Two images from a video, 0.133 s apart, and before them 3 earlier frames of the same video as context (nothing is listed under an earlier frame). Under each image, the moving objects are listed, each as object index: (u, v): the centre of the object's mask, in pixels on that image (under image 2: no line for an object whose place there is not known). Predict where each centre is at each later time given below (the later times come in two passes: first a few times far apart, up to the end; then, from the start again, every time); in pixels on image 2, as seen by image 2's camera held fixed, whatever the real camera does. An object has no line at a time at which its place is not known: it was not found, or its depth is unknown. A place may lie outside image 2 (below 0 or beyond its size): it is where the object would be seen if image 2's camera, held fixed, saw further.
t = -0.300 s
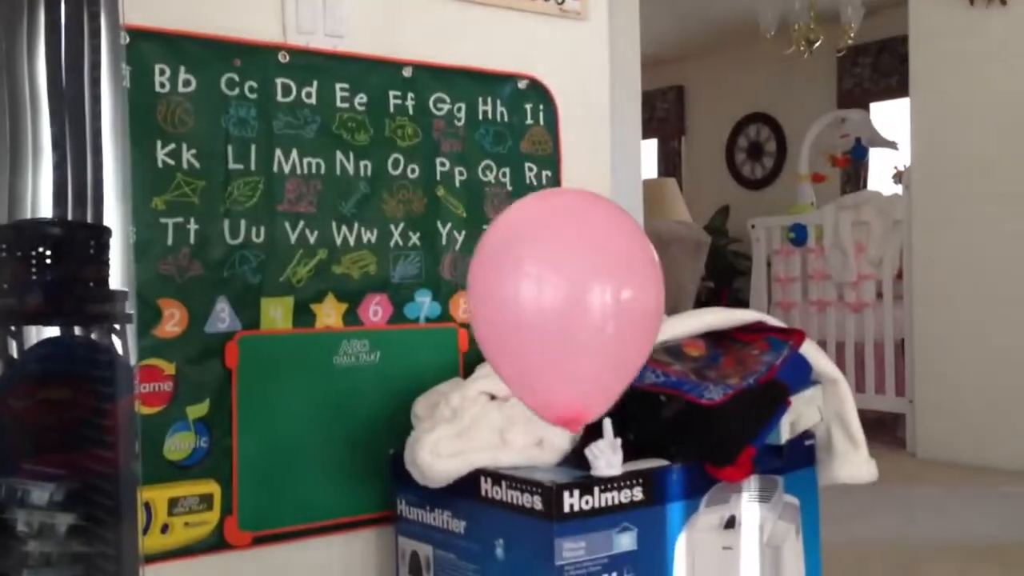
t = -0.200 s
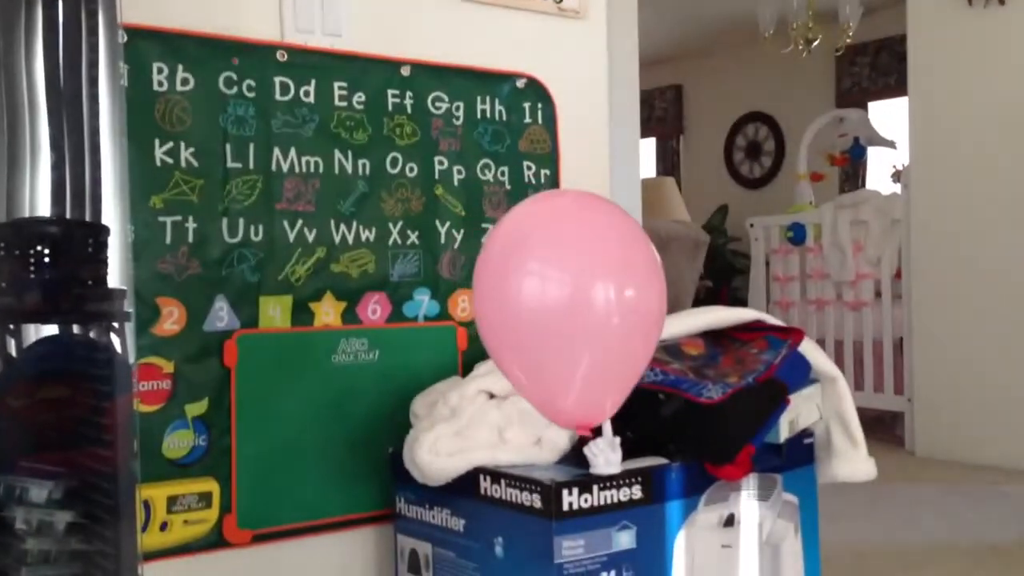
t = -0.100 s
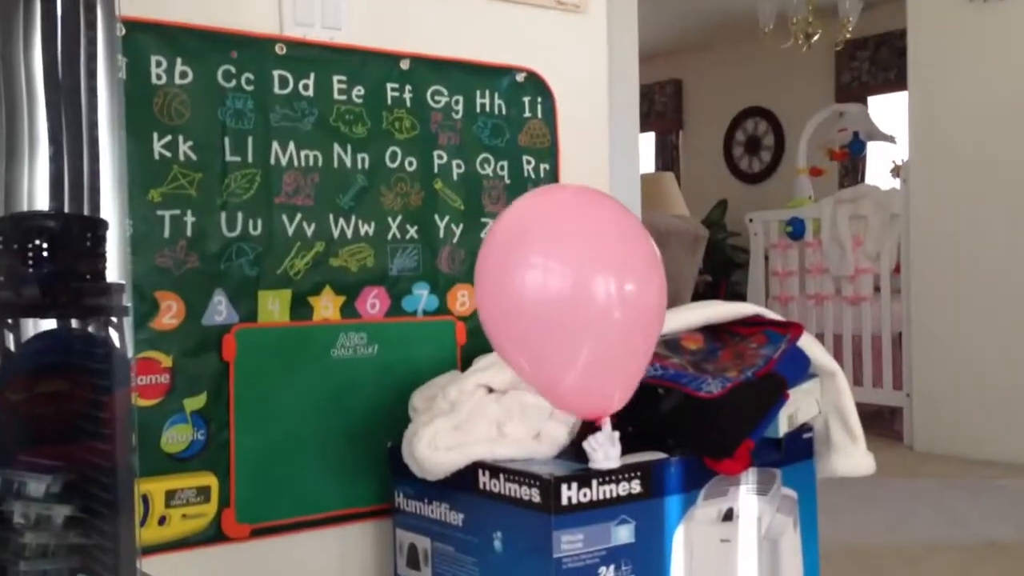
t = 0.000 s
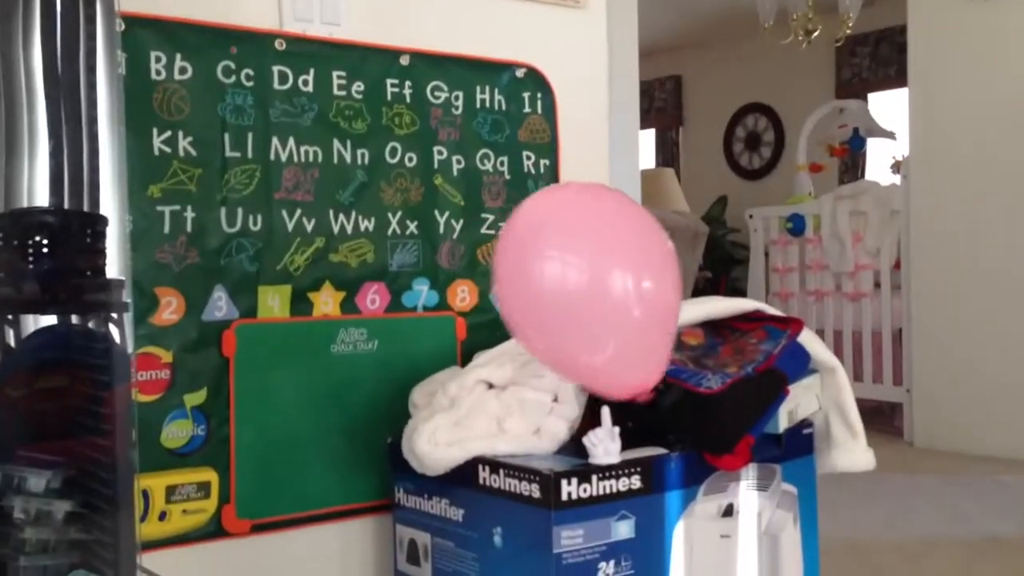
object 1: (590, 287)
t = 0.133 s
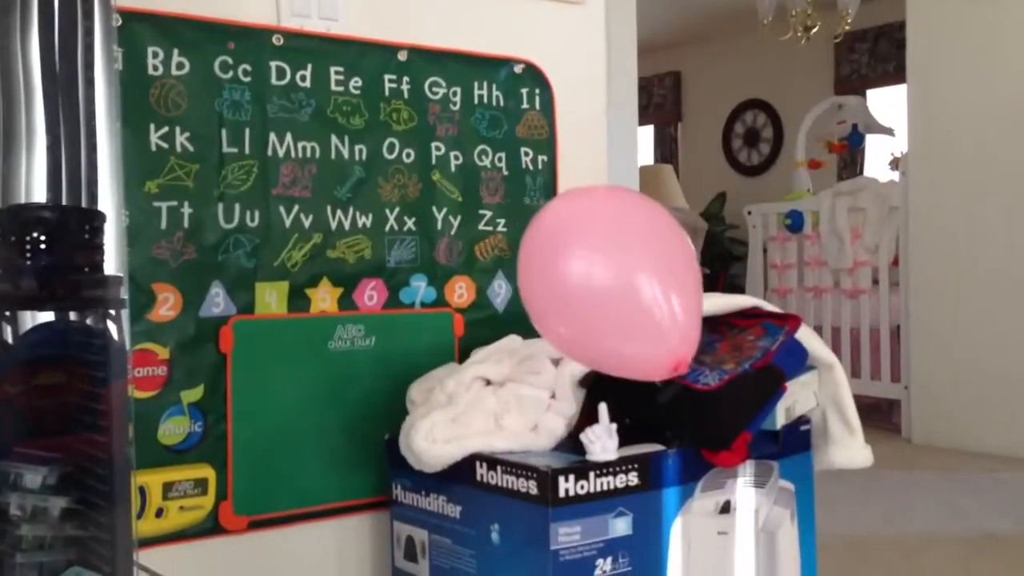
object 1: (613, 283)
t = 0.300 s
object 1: (604, 291)
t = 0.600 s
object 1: (540, 300)
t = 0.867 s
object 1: (499, 303)
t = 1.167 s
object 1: (428, 254)
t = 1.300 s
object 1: (417, 263)
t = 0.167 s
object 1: (615, 284)
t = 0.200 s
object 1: (615, 285)
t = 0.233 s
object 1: (614, 286)
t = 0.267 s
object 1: (610, 288)
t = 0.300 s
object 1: (604, 291)
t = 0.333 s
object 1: (597, 292)
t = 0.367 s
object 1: (589, 292)
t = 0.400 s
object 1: (580, 292)
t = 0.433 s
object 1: (571, 291)
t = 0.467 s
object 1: (563, 291)
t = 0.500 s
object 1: (555, 292)
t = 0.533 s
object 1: (548, 294)
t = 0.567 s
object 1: (543, 297)
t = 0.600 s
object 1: (540, 300)
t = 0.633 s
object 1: (539, 303)
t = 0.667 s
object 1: (536, 306)
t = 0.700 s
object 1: (532, 308)
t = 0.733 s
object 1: (527, 310)
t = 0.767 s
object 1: (521, 310)
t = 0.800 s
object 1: (514, 309)
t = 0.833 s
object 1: (507, 306)
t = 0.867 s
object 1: (499, 303)
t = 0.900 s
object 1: (490, 298)
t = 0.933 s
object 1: (480, 292)
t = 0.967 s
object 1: (470, 286)
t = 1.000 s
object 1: (461, 279)
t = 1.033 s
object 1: (454, 273)
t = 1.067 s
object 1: (446, 267)
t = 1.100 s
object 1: (440, 261)
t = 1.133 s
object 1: (434, 257)
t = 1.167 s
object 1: (428, 254)
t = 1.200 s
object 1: (424, 253)
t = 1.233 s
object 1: (422, 254)
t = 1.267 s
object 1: (419, 258)
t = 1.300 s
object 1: (417, 263)
